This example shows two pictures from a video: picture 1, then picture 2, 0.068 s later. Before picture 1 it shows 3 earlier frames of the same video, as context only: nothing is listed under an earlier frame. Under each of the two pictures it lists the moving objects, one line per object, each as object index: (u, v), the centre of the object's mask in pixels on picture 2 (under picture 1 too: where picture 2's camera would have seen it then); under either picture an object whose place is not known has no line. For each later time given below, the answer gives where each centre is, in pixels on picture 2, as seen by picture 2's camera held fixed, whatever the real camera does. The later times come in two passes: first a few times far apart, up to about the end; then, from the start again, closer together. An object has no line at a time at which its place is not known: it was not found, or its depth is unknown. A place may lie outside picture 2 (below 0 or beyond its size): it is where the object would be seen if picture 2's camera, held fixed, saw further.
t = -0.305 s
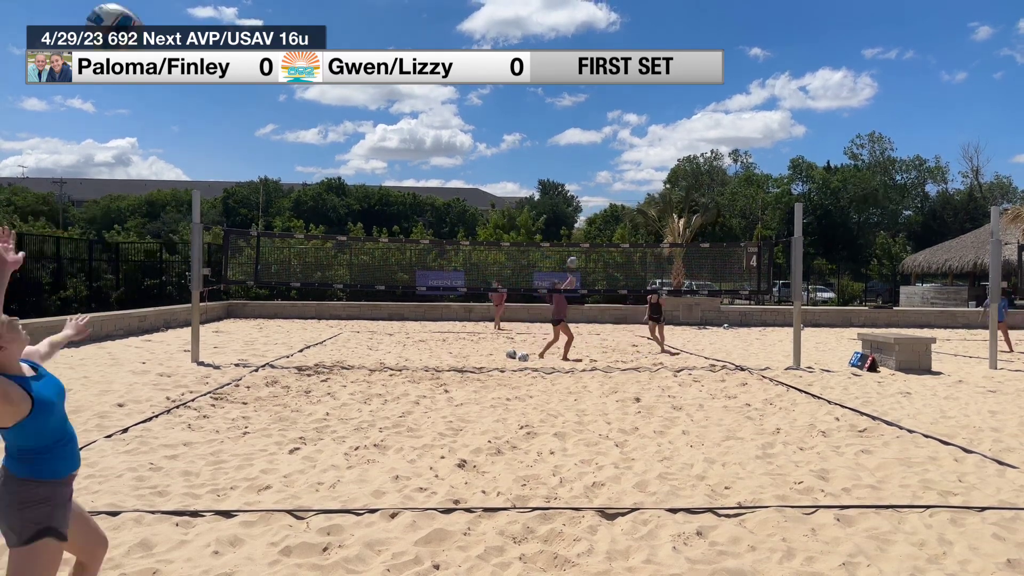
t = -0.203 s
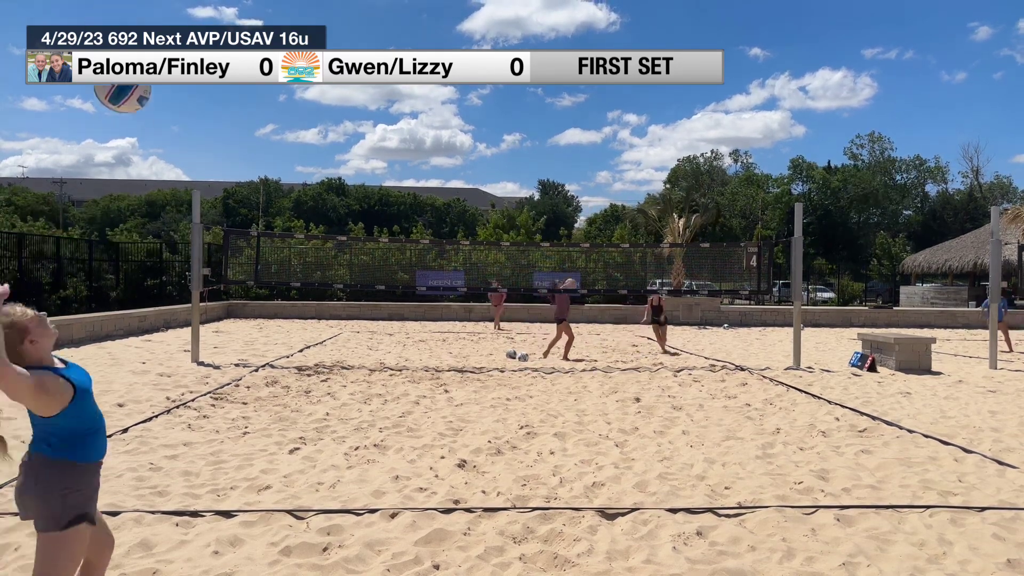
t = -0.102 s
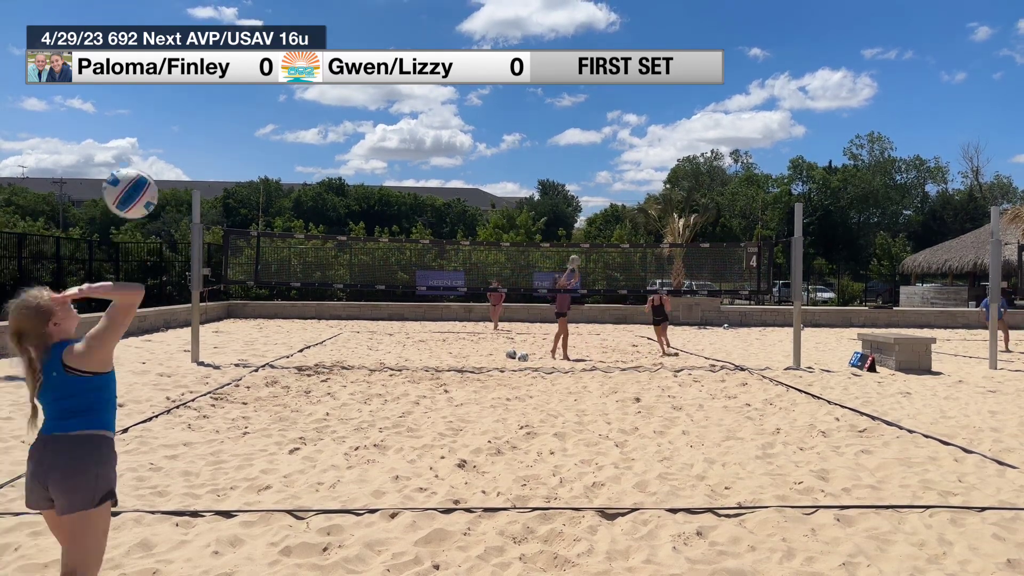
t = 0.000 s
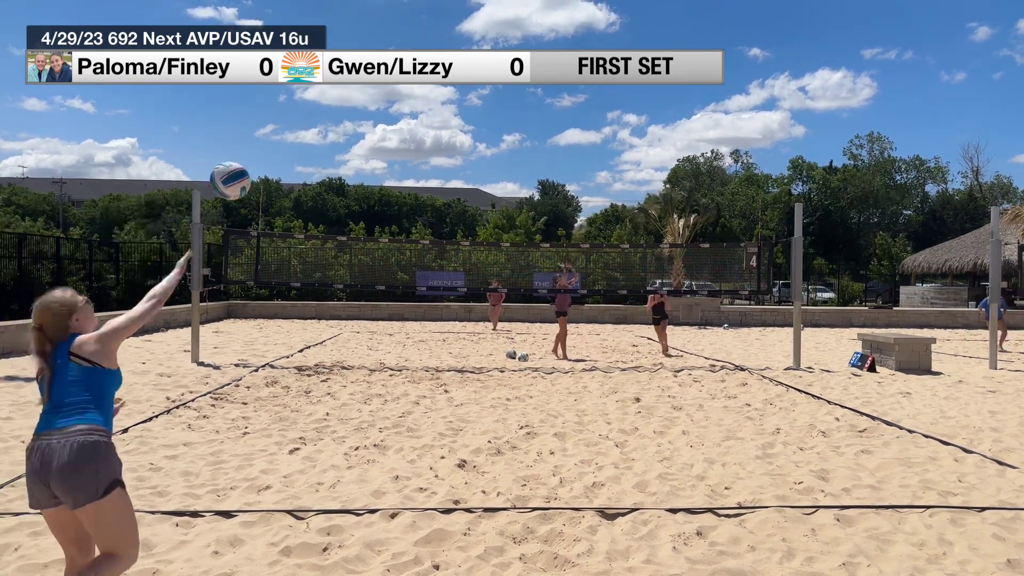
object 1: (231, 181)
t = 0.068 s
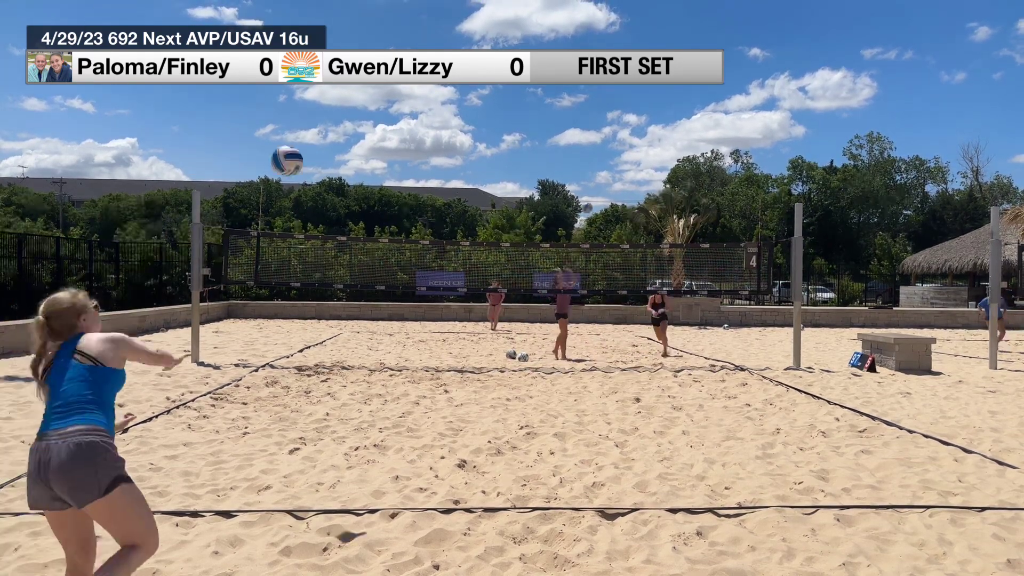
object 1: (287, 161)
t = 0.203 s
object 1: (348, 154)
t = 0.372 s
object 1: (384, 172)
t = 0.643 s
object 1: (411, 224)
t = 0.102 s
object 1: (307, 156)
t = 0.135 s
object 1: (323, 154)
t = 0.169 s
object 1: (337, 153)
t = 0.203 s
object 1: (348, 154)
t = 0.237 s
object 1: (358, 156)
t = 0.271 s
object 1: (366, 159)
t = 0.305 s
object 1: (373, 163)
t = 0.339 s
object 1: (379, 167)
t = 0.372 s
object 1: (384, 172)
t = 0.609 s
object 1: (409, 216)
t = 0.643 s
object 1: (411, 224)
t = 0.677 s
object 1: (412, 231)
